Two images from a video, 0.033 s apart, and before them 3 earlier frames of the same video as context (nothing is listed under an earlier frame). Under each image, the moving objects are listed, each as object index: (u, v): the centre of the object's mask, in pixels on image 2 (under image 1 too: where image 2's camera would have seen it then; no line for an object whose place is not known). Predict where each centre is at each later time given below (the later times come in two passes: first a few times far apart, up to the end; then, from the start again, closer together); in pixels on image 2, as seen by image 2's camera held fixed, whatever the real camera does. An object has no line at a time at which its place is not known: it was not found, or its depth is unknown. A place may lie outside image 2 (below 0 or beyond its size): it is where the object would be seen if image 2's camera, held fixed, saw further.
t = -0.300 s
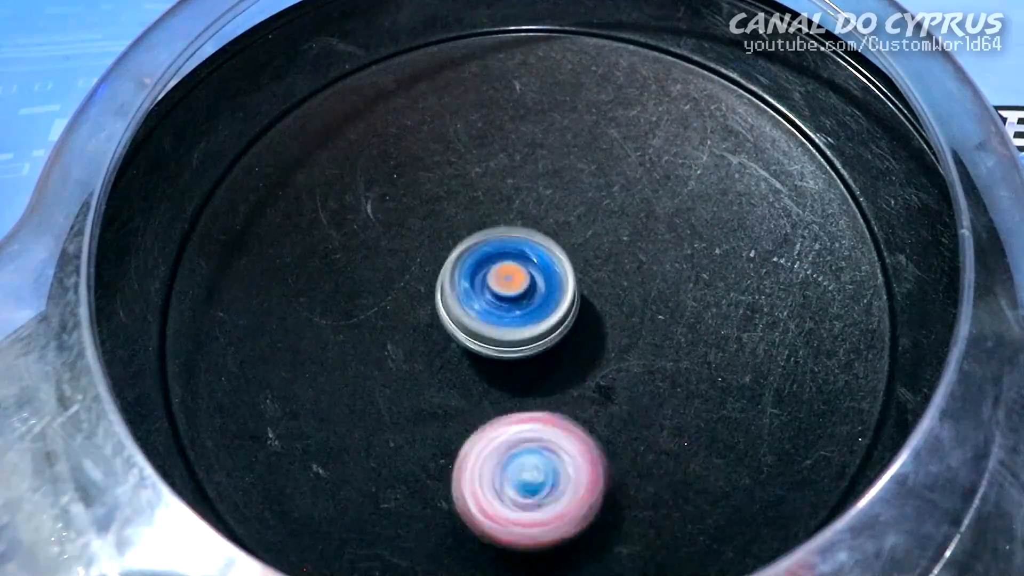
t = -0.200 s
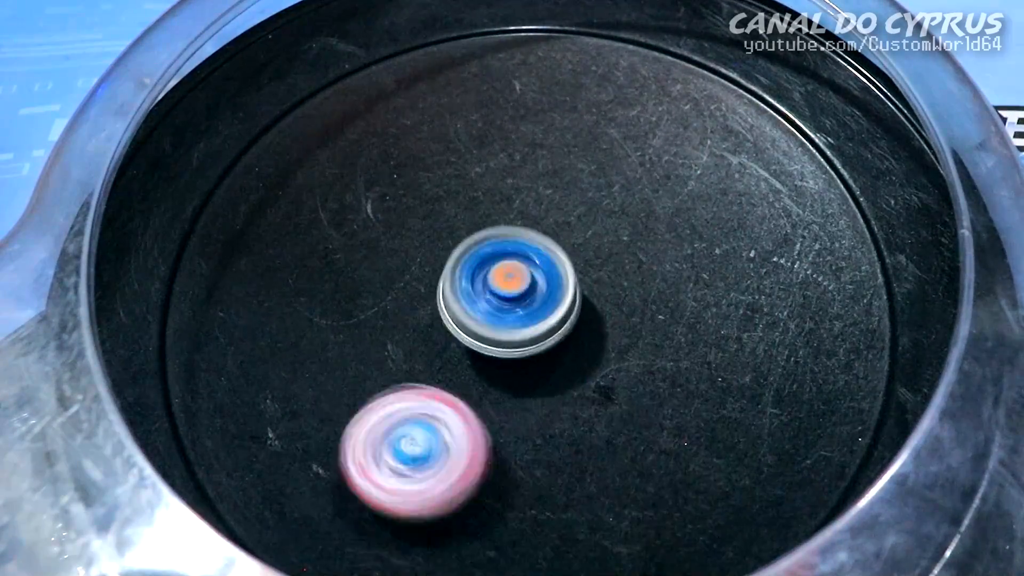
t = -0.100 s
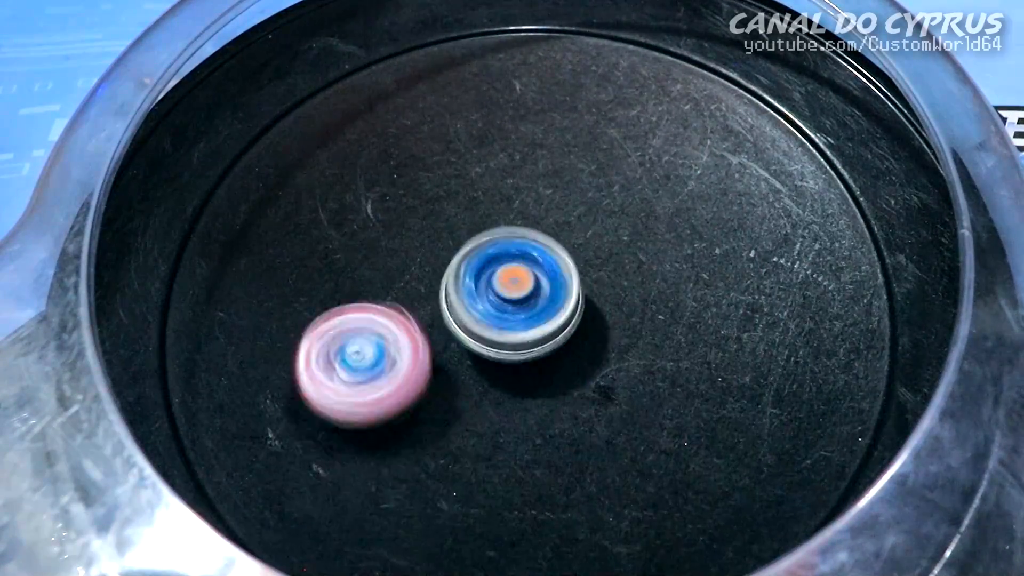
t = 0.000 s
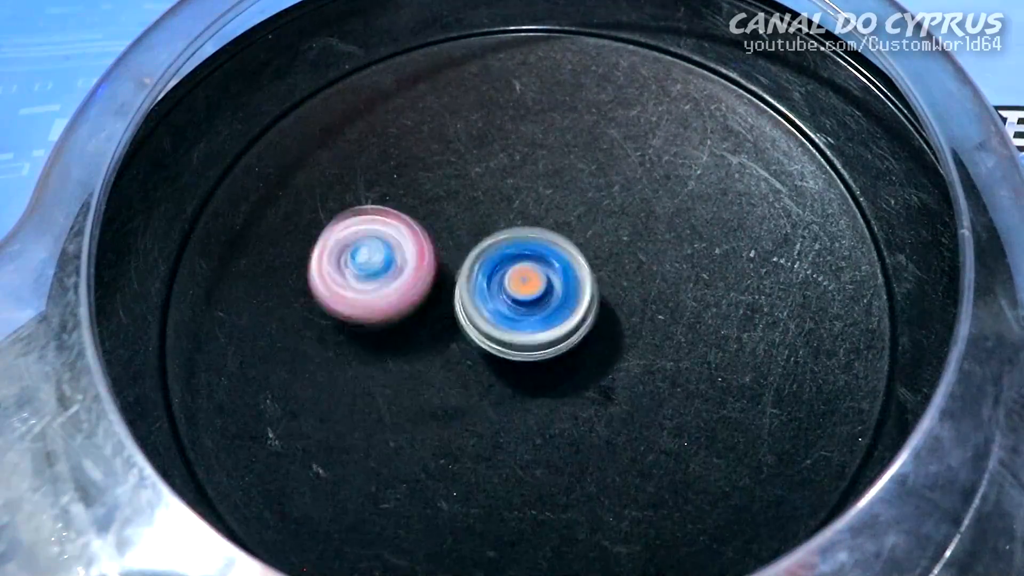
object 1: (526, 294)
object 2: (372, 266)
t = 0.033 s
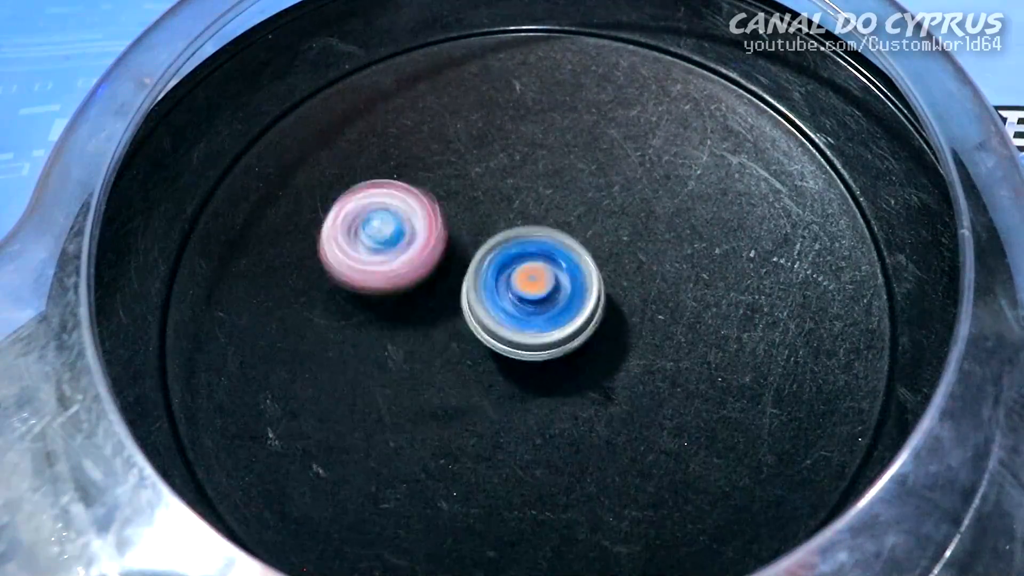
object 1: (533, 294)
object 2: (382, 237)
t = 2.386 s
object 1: (560, 323)
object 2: (643, 175)
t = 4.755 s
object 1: (582, 351)
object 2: (444, 326)
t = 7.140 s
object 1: (473, 385)
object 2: (617, 167)
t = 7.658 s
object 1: (464, 369)
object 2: (549, 256)
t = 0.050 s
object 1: (535, 294)
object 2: (392, 224)
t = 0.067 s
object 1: (537, 293)
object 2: (402, 212)
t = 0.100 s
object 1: (540, 293)
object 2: (427, 191)
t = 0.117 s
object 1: (542, 292)
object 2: (440, 183)
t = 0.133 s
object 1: (543, 292)
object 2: (455, 175)
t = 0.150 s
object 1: (544, 291)
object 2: (470, 169)
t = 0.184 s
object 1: (545, 291)
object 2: (504, 161)
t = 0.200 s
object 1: (546, 292)
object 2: (521, 160)
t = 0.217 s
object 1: (547, 291)
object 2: (539, 161)
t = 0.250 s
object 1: (548, 291)
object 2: (572, 166)
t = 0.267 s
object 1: (549, 290)
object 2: (589, 172)
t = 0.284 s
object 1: (549, 291)
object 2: (604, 179)
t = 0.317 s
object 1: (549, 292)
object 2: (634, 199)
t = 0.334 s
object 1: (547, 293)
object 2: (649, 207)
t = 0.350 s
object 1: (545, 294)
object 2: (663, 218)
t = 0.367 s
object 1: (545, 295)
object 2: (674, 231)
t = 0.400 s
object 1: (544, 296)
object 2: (691, 258)
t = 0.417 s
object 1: (543, 296)
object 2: (698, 273)
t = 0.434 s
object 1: (543, 297)
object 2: (701, 289)
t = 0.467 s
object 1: (543, 297)
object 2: (703, 322)
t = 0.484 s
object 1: (543, 296)
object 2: (699, 339)
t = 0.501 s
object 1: (543, 297)
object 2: (693, 356)
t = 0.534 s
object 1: (543, 297)
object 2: (672, 385)
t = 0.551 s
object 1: (543, 299)
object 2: (657, 398)
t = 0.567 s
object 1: (543, 298)
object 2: (642, 409)
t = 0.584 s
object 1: (543, 300)
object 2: (624, 420)
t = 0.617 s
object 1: (542, 301)
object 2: (584, 433)
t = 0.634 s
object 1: (542, 300)
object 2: (563, 436)
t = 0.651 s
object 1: (541, 301)
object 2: (543, 438)
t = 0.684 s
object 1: (541, 302)
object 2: (501, 437)
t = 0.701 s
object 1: (542, 303)
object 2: (482, 432)
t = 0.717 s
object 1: (541, 302)
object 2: (463, 425)
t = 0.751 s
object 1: (541, 303)
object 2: (431, 407)
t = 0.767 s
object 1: (541, 305)
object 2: (417, 396)
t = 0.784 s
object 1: (541, 305)
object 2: (403, 382)
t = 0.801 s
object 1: (540, 306)
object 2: (393, 369)
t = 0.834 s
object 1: (539, 307)
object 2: (378, 339)
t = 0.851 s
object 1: (539, 309)
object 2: (373, 323)
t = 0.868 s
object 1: (537, 308)
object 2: (372, 306)
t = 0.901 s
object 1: (537, 310)
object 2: (375, 275)
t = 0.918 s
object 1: (536, 311)
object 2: (380, 261)
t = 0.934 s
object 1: (536, 311)
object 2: (386, 246)
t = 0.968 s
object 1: (535, 313)
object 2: (405, 221)
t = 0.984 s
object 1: (534, 313)
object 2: (417, 209)
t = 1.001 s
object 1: (534, 315)
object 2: (430, 200)
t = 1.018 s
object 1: (533, 314)
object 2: (444, 191)
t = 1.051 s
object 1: (531, 315)
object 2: (475, 179)
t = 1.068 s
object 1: (531, 317)
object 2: (491, 174)
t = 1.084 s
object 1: (530, 317)
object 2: (507, 172)
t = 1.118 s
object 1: (528, 318)
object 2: (540, 171)
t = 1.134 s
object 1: (527, 317)
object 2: (557, 173)
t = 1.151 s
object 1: (526, 318)
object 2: (572, 177)
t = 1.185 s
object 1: (524, 318)
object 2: (603, 191)
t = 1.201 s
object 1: (522, 316)
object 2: (617, 198)
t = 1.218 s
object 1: (522, 317)
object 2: (631, 210)
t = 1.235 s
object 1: (521, 316)
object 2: (642, 220)
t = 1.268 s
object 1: (520, 315)
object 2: (659, 246)
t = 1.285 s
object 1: (519, 315)
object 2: (664, 260)
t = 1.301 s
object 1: (519, 314)
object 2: (669, 275)
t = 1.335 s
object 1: (518, 314)
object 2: (670, 306)
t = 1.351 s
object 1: (517, 313)
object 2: (669, 322)
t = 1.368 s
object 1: (516, 314)
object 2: (664, 337)
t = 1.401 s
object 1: (515, 314)
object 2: (648, 364)
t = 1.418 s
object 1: (512, 310)
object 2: (646, 381)
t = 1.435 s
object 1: (507, 308)
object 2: (644, 401)
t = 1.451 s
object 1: (504, 305)
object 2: (639, 420)
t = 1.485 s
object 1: (499, 303)
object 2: (621, 453)
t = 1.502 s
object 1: (497, 302)
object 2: (610, 468)
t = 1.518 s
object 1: (496, 302)
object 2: (597, 481)
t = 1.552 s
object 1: (493, 301)
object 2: (565, 502)
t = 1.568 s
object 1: (492, 300)
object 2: (545, 510)
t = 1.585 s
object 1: (491, 301)
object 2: (526, 513)
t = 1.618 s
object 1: (489, 300)
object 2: (485, 516)
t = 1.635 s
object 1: (489, 299)
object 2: (464, 516)
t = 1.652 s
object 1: (488, 300)
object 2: (444, 513)
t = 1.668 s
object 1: (488, 299)
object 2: (427, 508)
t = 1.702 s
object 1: (487, 299)
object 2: (397, 488)
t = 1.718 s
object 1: (486, 298)
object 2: (384, 475)
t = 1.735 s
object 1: (486, 298)
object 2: (375, 461)
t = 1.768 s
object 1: (485, 298)
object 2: (362, 429)
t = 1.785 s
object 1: (485, 296)
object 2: (359, 413)
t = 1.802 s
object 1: (485, 296)
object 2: (359, 396)
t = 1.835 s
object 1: (485, 295)
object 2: (363, 363)
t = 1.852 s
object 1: (492, 290)
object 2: (354, 352)
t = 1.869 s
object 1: (499, 288)
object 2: (346, 341)
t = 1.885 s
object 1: (505, 284)
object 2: (341, 329)
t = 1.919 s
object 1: (514, 280)
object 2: (336, 303)
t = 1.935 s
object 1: (516, 280)
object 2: (338, 290)
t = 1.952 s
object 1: (518, 279)
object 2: (341, 277)
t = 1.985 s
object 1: (520, 277)
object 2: (354, 253)
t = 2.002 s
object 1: (521, 276)
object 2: (364, 241)
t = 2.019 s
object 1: (522, 276)
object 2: (375, 232)
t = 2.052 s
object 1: (523, 276)
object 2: (403, 217)
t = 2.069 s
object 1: (525, 276)
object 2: (414, 210)
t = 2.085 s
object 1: (534, 282)
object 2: (418, 195)
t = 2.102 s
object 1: (541, 286)
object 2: (422, 182)
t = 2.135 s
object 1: (552, 293)
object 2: (439, 162)
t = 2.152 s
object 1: (556, 296)
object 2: (451, 153)
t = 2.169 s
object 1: (559, 296)
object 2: (462, 146)
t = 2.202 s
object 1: (563, 298)
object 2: (490, 136)
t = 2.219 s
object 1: (564, 299)
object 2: (504, 134)
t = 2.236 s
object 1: (565, 298)
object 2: (518, 132)
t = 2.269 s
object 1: (567, 299)
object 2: (548, 136)
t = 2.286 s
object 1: (568, 299)
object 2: (562, 142)
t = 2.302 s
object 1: (568, 299)
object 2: (576, 149)
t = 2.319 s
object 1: (570, 299)
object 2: (588, 158)
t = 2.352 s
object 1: (571, 299)
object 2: (611, 182)
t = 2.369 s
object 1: (568, 307)
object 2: (623, 186)
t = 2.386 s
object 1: (560, 323)
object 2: (643, 175)
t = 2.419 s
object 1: (546, 350)
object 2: (677, 161)
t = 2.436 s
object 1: (541, 361)
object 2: (692, 160)
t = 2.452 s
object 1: (535, 370)
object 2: (706, 160)
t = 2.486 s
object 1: (527, 384)
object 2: (734, 167)
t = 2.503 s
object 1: (525, 389)
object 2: (746, 172)
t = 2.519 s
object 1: (522, 391)
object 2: (758, 181)
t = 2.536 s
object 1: (522, 394)
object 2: (766, 190)
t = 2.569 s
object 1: (521, 395)
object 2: (779, 212)
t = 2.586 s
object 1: (520, 393)
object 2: (783, 225)
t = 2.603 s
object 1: (522, 394)
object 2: (781, 240)
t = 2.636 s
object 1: (523, 392)
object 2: (770, 268)
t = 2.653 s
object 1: (523, 390)
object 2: (761, 282)
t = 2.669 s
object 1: (524, 391)
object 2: (748, 296)
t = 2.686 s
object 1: (525, 388)
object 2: (734, 307)
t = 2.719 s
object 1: (527, 387)
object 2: (699, 326)
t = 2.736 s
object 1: (528, 388)
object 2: (682, 332)
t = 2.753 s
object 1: (528, 386)
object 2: (664, 335)
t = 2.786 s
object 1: (501, 397)
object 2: (667, 317)
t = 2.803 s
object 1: (488, 405)
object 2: (666, 306)
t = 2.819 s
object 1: (475, 407)
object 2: (666, 297)
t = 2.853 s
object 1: (457, 412)
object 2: (663, 282)
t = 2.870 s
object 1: (452, 415)
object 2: (662, 274)
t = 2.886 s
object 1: (448, 413)
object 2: (662, 266)
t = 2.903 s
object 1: (446, 414)
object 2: (661, 258)
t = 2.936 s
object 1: (444, 412)
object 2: (661, 243)
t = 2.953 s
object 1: (443, 410)
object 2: (662, 237)
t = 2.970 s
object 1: (444, 409)
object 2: (663, 231)
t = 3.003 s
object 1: (444, 407)
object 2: (663, 223)
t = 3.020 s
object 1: (444, 405)
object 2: (663, 219)
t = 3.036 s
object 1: (446, 404)
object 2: (662, 217)
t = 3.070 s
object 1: (447, 401)
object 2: (658, 213)
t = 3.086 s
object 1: (446, 400)
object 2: (655, 211)
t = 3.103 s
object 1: (448, 398)
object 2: (652, 210)
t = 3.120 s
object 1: (447, 397)
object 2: (648, 209)
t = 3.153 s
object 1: (448, 395)
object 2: (640, 208)
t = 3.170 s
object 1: (450, 393)
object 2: (635, 209)
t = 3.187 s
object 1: (449, 392)
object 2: (630, 208)
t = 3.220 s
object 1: (450, 389)
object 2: (618, 209)
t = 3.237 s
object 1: (451, 386)
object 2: (611, 208)
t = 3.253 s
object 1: (451, 385)
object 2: (604, 209)
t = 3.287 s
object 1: (452, 381)
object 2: (588, 206)
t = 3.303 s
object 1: (454, 377)
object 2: (581, 205)
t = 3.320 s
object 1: (455, 375)
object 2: (572, 203)
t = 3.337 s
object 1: (456, 371)
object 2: (564, 201)
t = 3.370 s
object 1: (458, 365)
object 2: (548, 197)
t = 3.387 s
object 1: (458, 363)
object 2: (541, 193)
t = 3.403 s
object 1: (459, 359)
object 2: (535, 190)
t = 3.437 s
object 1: (460, 354)
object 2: (525, 184)
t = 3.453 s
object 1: (460, 353)
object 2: (521, 182)
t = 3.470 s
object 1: (461, 350)
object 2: (517, 180)
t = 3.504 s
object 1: (461, 345)
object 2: (510, 178)
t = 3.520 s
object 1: (461, 343)
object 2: (506, 178)
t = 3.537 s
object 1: (461, 340)
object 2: (503, 178)
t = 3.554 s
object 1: (461, 338)
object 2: (499, 178)
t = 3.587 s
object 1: (461, 332)
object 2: (494, 180)
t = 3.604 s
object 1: (460, 329)
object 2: (492, 182)
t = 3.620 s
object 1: (462, 326)
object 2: (490, 184)
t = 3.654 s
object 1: (463, 321)
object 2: (485, 190)
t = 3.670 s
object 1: (464, 319)
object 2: (482, 193)
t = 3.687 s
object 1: (467, 316)
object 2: (480, 195)
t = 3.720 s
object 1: (470, 314)
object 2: (475, 199)
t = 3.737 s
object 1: (472, 326)
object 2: (474, 189)
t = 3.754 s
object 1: (475, 335)
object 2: (474, 178)
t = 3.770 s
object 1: (477, 347)
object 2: (473, 170)
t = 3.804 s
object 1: (485, 362)
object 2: (472, 163)
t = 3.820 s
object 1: (488, 366)
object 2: (470, 163)
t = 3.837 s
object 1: (491, 369)
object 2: (470, 164)
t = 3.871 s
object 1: (498, 371)
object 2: (470, 168)
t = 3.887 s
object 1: (501, 370)
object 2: (471, 171)
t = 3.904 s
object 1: (503, 370)
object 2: (471, 175)
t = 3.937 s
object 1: (509, 367)
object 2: (472, 183)
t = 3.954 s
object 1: (513, 365)
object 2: (473, 191)
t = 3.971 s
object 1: (516, 364)
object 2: (472, 196)
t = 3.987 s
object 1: (520, 362)
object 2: (472, 204)
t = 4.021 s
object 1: (527, 359)
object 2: (470, 218)
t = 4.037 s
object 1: (531, 357)
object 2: (469, 227)
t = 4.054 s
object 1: (534, 356)
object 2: (467, 236)
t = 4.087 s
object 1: (541, 353)
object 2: (457, 254)
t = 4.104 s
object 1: (545, 352)
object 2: (452, 262)
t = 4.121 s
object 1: (549, 353)
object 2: (448, 267)
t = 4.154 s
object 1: (554, 354)
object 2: (432, 274)
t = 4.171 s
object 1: (557, 354)
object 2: (423, 275)
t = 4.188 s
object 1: (559, 354)
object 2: (415, 277)
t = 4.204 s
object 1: (561, 353)
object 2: (406, 278)
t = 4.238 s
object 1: (565, 352)
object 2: (393, 277)
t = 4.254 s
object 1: (566, 351)
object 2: (388, 275)
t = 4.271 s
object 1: (568, 352)
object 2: (384, 273)
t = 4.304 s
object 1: (571, 351)
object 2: (378, 269)
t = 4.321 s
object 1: (572, 349)
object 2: (377, 267)
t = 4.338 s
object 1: (574, 350)
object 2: (376, 266)
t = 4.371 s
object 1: (575, 349)
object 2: (378, 265)
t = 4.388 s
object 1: (576, 348)
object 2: (380, 265)
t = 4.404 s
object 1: (577, 347)
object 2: (384, 265)
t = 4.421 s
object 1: (577, 348)
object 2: (387, 266)
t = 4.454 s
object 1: (578, 347)
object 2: (395, 271)
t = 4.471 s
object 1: (578, 346)
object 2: (400, 273)
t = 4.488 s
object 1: (579, 347)
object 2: (405, 275)
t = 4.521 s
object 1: (579, 346)
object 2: (416, 283)
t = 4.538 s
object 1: (578, 345)
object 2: (421, 287)
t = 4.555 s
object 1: (579, 345)
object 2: (428, 292)
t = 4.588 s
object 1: (579, 344)
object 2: (440, 301)
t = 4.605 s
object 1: (578, 346)
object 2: (446, 308)
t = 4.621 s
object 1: (580, 345)
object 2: (447, 312)
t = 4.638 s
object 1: (585, 348)
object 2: (445, 314)
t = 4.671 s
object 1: (588, 350)
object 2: (444, 318)
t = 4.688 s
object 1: (587, 349)
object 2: (444, 320)
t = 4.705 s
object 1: (587, 351)
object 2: (444, 321)
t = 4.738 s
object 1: (584, 351)
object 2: (444, 324)
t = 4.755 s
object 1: (582, 351)
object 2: (444, 326)
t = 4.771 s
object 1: (580, 350)
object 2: (444, 328)
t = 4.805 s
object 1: (593, 357)
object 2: (420, 314)
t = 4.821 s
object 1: (603, 363)
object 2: (404, 303)
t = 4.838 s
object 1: (610, 365)
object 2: (393, 294)
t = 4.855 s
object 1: (615, 368)
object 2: (386, 285)
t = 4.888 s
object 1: (619, 371)
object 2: (379, 264)
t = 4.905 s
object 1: (620, 374)
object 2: (378, 254)
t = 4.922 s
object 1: (618, 373)
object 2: (382, 243)
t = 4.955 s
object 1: (615, 373)
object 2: (391, 225)
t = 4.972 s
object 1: (613, 372)
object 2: (400, 218)
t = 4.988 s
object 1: (610, 372)
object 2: (409, 210)
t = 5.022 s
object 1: (606, 370)
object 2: (429, 202)
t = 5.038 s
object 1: (603, 368)
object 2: (442, 200)
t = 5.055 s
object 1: (601, 366)
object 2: (454, 198)
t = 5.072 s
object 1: (598, 365)
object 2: (466, 199)
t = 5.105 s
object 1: (593, 362)
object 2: (492, 205)
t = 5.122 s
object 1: (590, 358)
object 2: (503, 211)
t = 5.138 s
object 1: (588, 357)
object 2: (514, 217)
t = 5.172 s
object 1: (581, 352)
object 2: (535, 233)
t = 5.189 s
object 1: (578, 353)
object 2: (542, 240)
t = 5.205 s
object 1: (578, 362)
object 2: (545, 233)
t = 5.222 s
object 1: (578, 375)
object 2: (547, 221)
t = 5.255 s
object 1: (576, 391)
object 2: (555, 205)
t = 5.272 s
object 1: (574, 397)
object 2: (559, 202)
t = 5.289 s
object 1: (572, 399)
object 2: (566, 201)
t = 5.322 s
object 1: (566, 400)
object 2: (580, 203)
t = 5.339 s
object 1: (565, 400)
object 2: (585, 206)
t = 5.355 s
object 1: (562, 398)
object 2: (590, 210)
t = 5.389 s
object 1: (559, 394)
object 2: (599, 220)
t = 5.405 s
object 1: (558, 389)
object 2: (601, 227)
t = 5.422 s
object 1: (557, 388)
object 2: (602, 232)
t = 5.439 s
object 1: (555, 384)
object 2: (602, 240)
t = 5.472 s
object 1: (553, 380)
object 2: (599, 256)
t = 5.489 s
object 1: (552, 376)
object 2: (595, 263)
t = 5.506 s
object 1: (549, 380)
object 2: (592, 266)
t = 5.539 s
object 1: (539, 383)
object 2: (590, 263)
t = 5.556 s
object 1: (535, 384)
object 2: (587, 263)
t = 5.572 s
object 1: (533, 381)
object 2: (583, 263)
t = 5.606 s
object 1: (529, 378)
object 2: (575, 263)
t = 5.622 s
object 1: (528, 376)
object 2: (572, 263)
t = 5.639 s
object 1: (526, 375)
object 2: (567, 262)
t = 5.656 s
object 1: (520, 379)
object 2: (568, 251)
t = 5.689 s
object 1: (511, 387)
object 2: (573, 228)
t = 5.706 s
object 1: (508, 388)
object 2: (577, 218)
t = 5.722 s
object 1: (505, 389)
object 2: (581, 210)
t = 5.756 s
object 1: (503, 385)
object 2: (592, 195)
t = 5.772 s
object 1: (501, 383)
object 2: (600, 190)
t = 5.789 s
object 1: (501, 379)
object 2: (607, 185)
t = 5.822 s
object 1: (501, 374)
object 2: (622, 179)
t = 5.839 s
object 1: (501, 371)
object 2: (628, 178)
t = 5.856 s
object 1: (501, 369)
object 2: (634, 179)
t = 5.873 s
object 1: (502, 364)
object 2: (640, 181)
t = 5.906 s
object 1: (503, 359)
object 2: (648, 188)
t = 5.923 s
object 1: (504, 356)
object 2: (649, 193)
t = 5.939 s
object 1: (503, 355)
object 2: (651, 199)
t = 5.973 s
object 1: (505, 349)
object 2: (649, 213)
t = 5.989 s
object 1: (505, 346)
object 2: (645, 222)
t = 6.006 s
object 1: (507, 343)
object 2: (639, 230)
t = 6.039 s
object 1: (508, 337)
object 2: (623, 244)
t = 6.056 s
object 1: (509, 336)
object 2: (612, 249)
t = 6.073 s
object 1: (506, 335)
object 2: (607, 252)
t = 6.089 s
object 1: (501, 335)
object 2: (604, 251)
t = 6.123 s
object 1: (493, 335)
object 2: (596, 251)
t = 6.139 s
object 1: (485, 338)
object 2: (599, 244)
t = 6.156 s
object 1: (479, 341)
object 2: (601, 241)
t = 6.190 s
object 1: (471, 342)
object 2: (604, 235)
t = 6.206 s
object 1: (469, 341)
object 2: (606, 234)
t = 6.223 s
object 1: (469, 339)
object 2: (607, 233)
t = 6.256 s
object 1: (470, 338)
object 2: (609, 231)
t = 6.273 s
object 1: (471, 337)
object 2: (609, 232)
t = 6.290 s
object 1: (472, 337)
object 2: (609, 231)
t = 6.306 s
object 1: (474, 335)
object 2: (609, 231)
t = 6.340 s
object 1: (475, 335)
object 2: (605, 232)
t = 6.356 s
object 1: (477, 333)
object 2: (603, 233)
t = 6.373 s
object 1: (479, 333)
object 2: (600, 234)
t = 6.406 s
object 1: (482, 330)
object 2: (593, 236)
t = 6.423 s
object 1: (483, 331)
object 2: (588, 237)
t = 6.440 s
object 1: (485, 328)
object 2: (583, 238)
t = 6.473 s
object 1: (485, 330)
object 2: (576, 237)
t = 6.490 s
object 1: (483, 330)
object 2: (575, 236)
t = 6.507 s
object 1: (483, 331)
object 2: (574, 235)
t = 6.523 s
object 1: (483, 330)
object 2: (572, 233)
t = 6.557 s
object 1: (485, 329)
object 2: (569, 231)
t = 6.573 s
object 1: (486, 327)
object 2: (567, 231)
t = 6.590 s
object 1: (488, 327)
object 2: (566, 230)
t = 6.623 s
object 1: (489, 327)
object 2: (565, 228)
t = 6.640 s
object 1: (490, 328)
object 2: (565, 227)
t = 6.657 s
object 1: (490, 329)
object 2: (564, 227)
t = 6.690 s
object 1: (494, 329)
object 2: (565, 226)
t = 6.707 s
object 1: (494, 328)
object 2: (564, 228)
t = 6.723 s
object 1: (496, 328)
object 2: (564, 227)
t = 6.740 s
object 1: (496, 332)
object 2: (565, 225)
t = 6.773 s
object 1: (495, 334)
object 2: (570, 220)
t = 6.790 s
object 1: (495, 336)
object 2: (572, 219)
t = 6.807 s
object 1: (496, 334)
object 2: (575, 218)
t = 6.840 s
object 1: (497, 336)
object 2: (578, 217)
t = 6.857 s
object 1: (499, 334)
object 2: (579, 217)
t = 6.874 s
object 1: (501, 336)
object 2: (580, 217)
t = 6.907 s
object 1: (502, 335)
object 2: (581, 218)
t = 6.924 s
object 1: (504, 337)
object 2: (581, 219)
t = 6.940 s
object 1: (504, 336)
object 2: (580, 221)
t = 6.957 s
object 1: (505, 336)
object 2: (579, 223)
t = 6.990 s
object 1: (507, 336)
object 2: (575, 227)
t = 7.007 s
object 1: (508, 337)
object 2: (573, 230)
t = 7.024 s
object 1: (509, 338)
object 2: (570, 233)
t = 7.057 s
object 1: (497, 355)
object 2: (577, 214)
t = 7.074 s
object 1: (490, 364)
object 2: (585, 198)
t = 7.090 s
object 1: (484, 371)
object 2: (592, 188)
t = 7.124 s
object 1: (476, 383)
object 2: (609, 172)
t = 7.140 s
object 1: (473, 385)
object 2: (617, 167)
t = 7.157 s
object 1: (472, 388)
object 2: (627, 161)
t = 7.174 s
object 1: (471, 388)
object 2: (636, 156)
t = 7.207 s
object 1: (472, 388)
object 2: (654, 152)
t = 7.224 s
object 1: (472, 387)
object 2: (663, 152)
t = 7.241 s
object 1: (473, 386)
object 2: (673, 153)
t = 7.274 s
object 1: (474, 385)
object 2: (688, 162)
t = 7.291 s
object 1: (475, 384)
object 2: (694, 167)
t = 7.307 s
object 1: (477, 385)
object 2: (698, 174)
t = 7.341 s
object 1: (478, 382)
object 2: (700, 191)
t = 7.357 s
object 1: (479, 383)
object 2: (698, 202)
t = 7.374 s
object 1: (479, 380)
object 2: (694, 212)
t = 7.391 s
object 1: (481, 379)
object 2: (689, 222)
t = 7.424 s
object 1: (482, 377)
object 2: (673, 239)
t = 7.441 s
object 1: (483, 376)
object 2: (664, 247)
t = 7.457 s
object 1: (483, 376)
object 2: (654, 254)
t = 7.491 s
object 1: (485, 372)
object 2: (630, 268)
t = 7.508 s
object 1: (486, 372)
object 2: (618, 274)
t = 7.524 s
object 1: (487, 369)
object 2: (606, 279)
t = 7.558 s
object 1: (484, 369)
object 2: (584, 284)
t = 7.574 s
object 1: (478, 370)
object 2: (580, 279)
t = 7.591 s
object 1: (473, 372)
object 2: (575, 275)
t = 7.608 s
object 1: (469, 373)
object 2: (569, 271)
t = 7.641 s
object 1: (465, 370)
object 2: (555, 262)
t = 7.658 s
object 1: (464, 369)
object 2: (549, 256)
